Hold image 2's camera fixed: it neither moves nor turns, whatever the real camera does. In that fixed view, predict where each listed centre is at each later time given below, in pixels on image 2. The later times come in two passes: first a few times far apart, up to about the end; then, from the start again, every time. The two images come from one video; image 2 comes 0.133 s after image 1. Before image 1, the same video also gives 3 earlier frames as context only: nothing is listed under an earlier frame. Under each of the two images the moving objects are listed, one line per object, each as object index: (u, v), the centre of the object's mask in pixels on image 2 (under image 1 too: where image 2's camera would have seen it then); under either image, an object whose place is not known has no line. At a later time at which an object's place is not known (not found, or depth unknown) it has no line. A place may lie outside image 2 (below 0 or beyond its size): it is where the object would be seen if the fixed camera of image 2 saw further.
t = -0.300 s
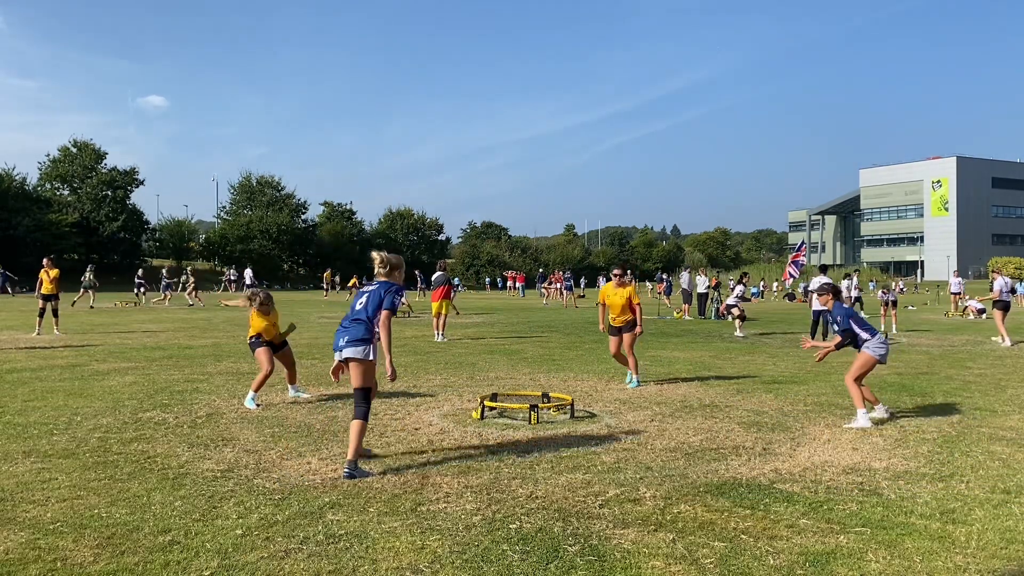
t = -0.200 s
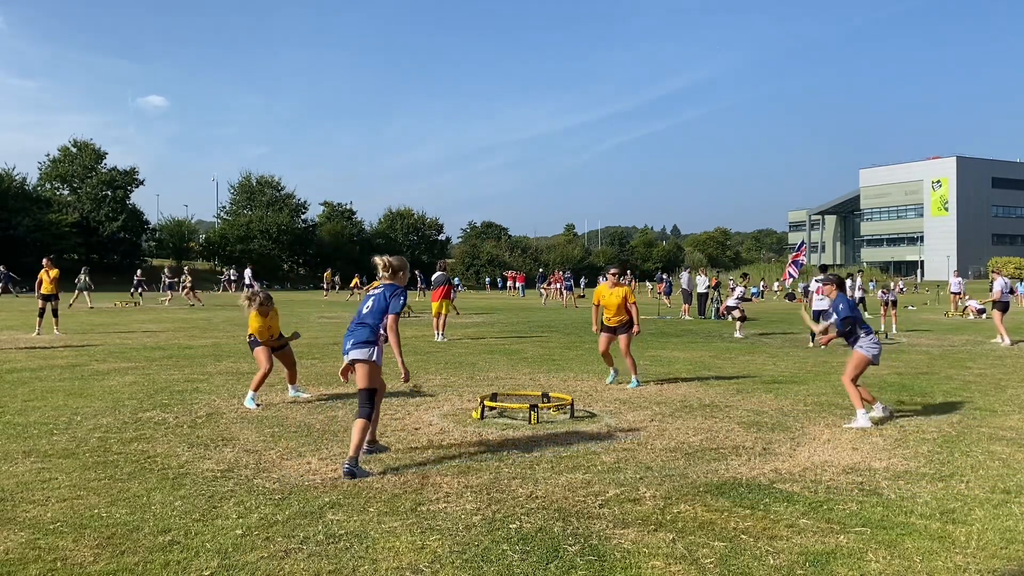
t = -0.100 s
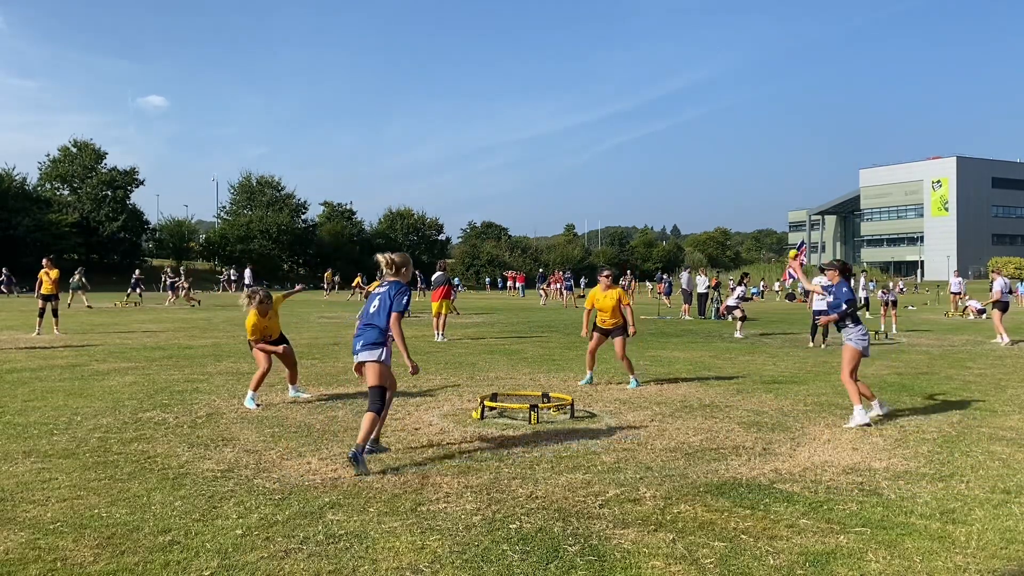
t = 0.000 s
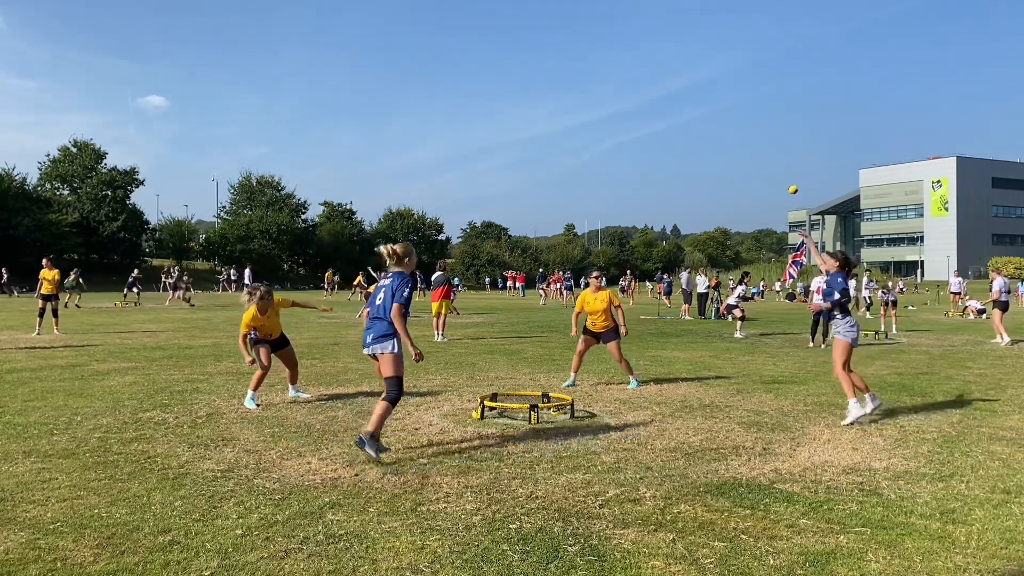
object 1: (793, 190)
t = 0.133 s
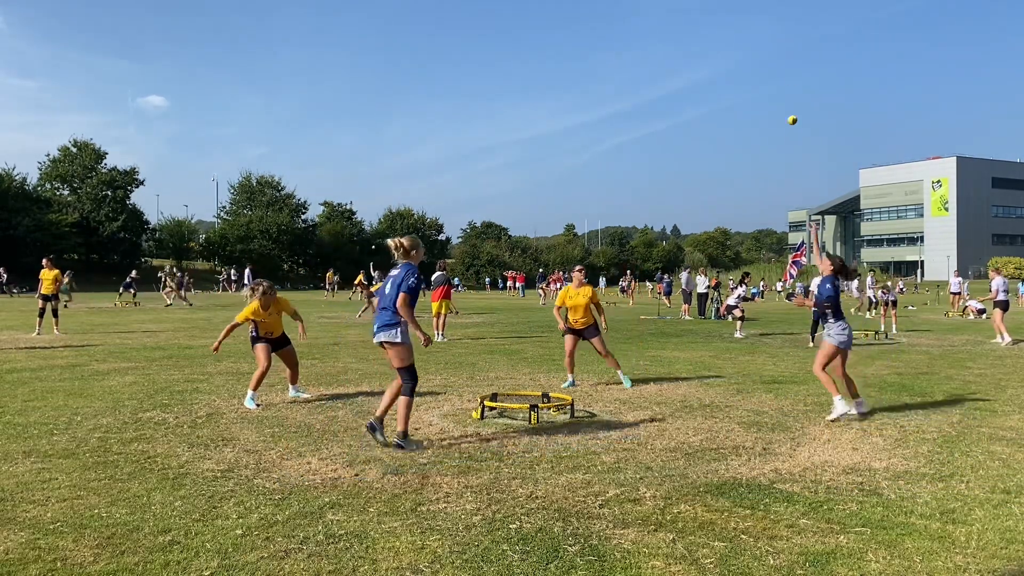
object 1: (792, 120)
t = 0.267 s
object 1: (792, 69)
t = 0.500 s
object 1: (789, 23)
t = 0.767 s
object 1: (785, 36)
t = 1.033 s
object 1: (779, 116)
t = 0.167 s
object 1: (792, 106)
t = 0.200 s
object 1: (792, 93)
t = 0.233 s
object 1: (791, 80)
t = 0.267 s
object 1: (792, 69)
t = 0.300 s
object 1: (791, 60)
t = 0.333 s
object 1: (791, 51)
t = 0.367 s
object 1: (790, 43)
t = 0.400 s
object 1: (790, 37)
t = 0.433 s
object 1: (790, 31)
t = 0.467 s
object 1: (789, 27)
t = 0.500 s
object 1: (789, 23)
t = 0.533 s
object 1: (788, 21)
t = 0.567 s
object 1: (788, 20)
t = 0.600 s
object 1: (788, 20)
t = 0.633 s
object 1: (787, 21)
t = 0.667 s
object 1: (786, 23)
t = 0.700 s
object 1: (786, 26)
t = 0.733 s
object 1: (786, 31)
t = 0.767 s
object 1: (785, 36)
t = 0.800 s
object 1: (784, 42)
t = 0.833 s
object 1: (784, 50)
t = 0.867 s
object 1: (783, 58)
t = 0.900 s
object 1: (782, 68)
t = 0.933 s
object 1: (781, 79)
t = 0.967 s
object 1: (780, 90)
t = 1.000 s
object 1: (779, 103)
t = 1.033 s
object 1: (779, 116)
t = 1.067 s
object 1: (777, 131)
